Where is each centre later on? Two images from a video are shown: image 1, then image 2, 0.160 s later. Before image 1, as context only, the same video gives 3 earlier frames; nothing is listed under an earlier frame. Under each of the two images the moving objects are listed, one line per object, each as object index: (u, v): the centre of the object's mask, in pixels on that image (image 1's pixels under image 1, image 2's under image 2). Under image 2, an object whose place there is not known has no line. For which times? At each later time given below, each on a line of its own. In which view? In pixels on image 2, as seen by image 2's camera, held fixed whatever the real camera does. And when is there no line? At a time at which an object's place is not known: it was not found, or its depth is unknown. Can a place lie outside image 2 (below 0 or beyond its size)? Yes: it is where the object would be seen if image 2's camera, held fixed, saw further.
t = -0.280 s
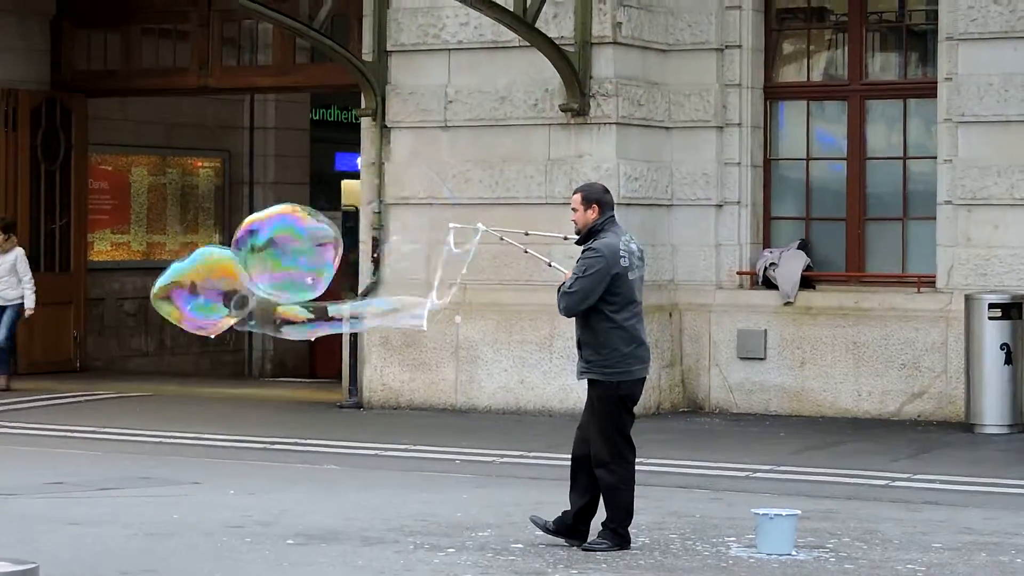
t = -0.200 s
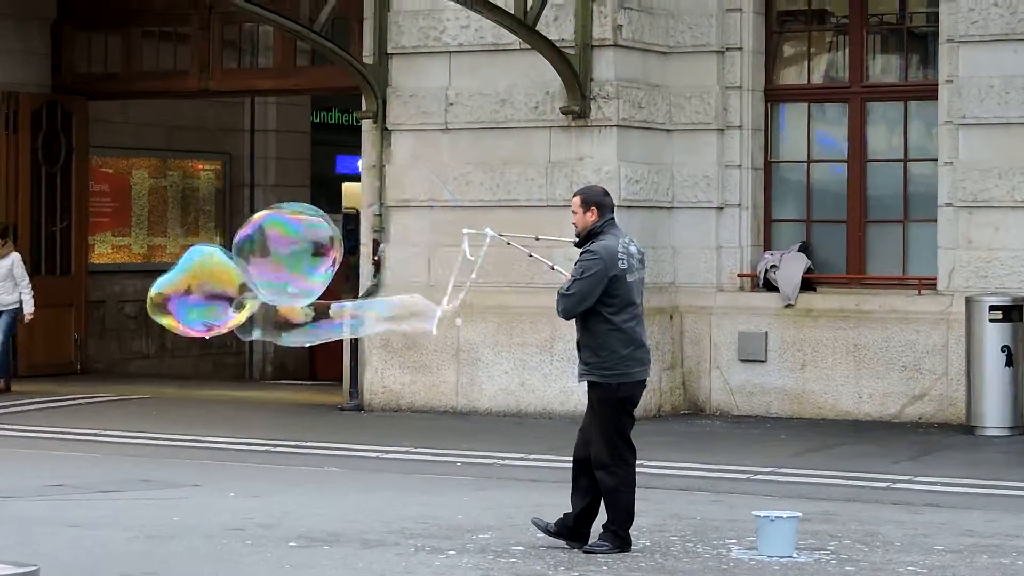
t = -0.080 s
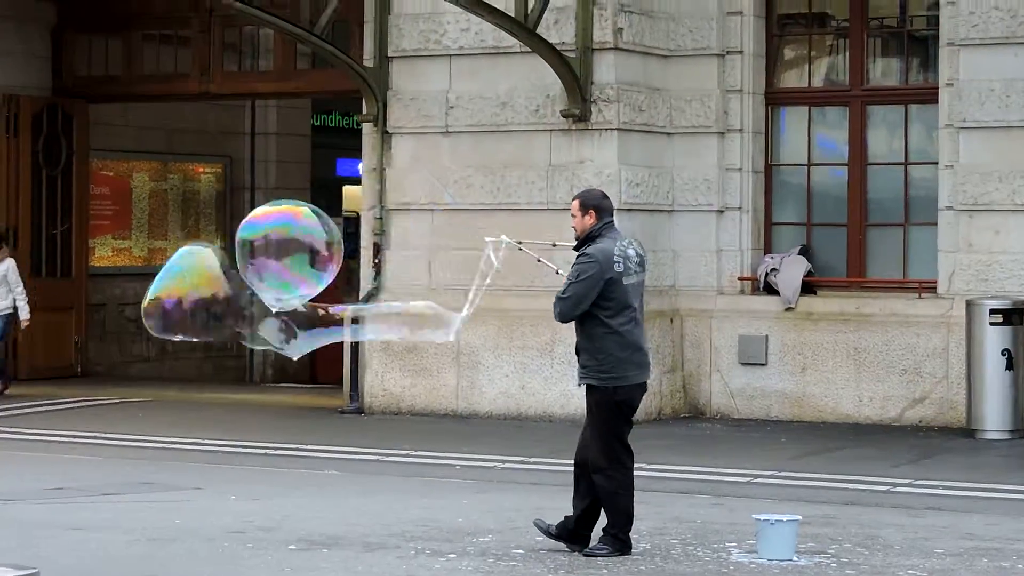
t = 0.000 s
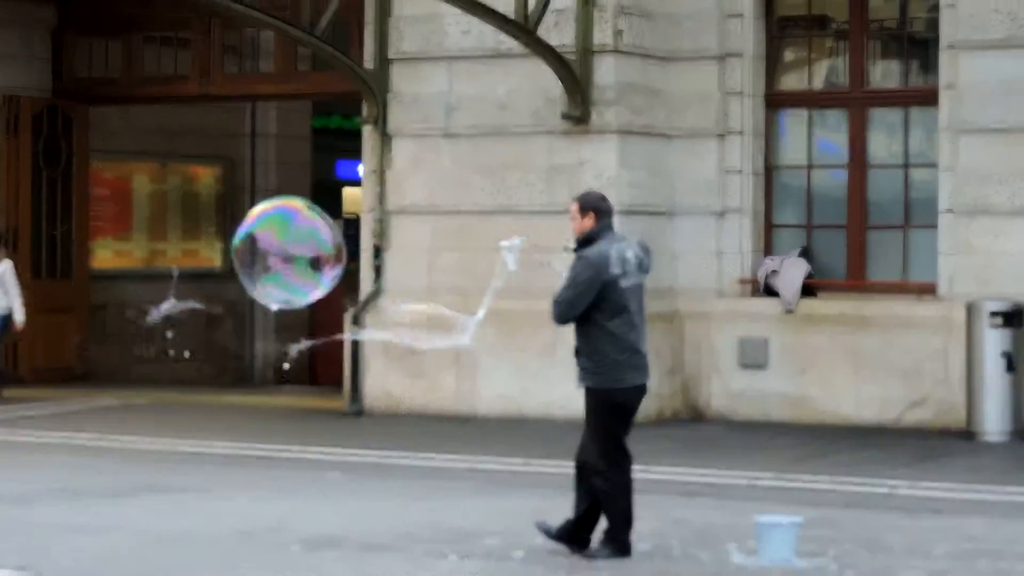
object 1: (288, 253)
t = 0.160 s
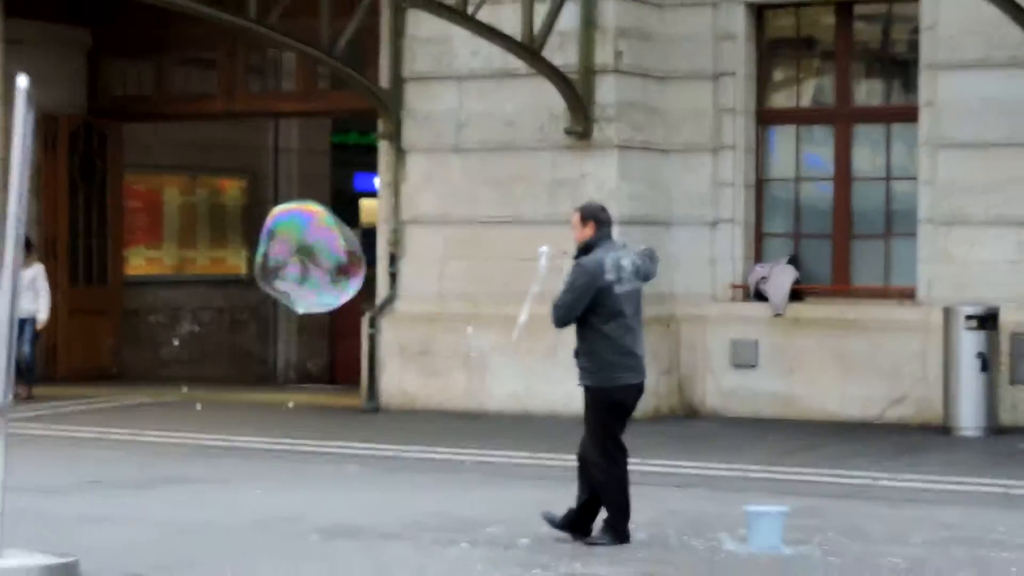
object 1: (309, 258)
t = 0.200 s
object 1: (309, 258)
